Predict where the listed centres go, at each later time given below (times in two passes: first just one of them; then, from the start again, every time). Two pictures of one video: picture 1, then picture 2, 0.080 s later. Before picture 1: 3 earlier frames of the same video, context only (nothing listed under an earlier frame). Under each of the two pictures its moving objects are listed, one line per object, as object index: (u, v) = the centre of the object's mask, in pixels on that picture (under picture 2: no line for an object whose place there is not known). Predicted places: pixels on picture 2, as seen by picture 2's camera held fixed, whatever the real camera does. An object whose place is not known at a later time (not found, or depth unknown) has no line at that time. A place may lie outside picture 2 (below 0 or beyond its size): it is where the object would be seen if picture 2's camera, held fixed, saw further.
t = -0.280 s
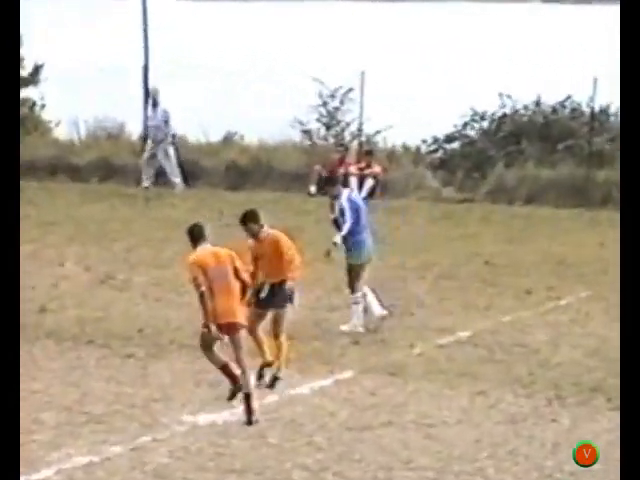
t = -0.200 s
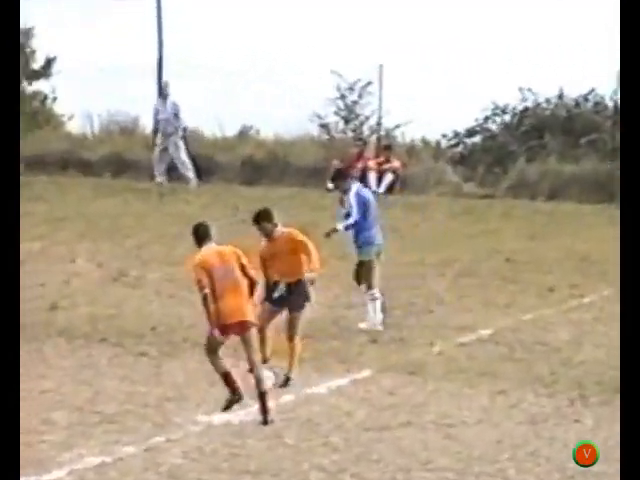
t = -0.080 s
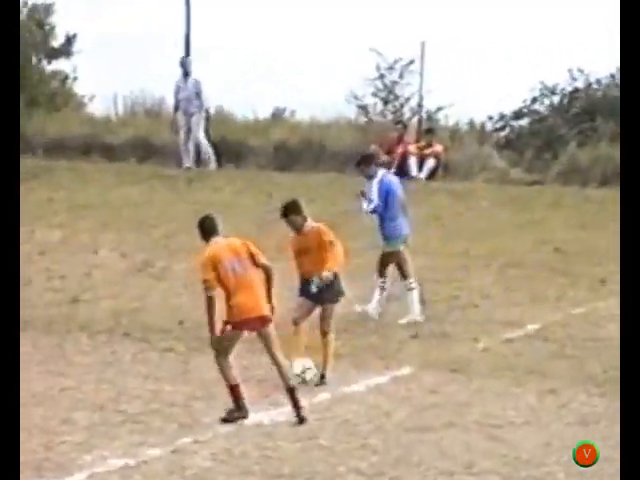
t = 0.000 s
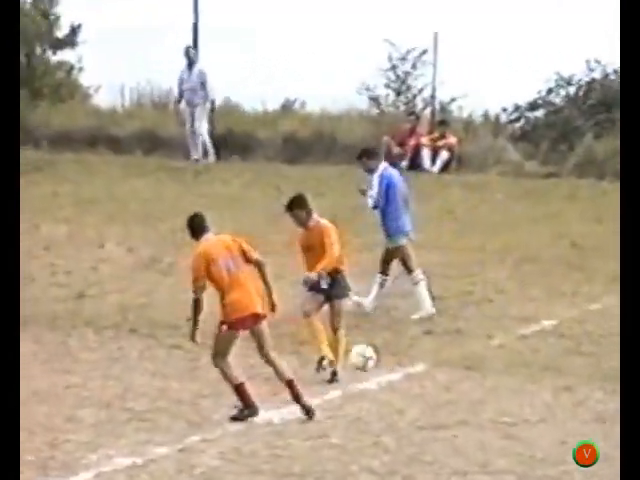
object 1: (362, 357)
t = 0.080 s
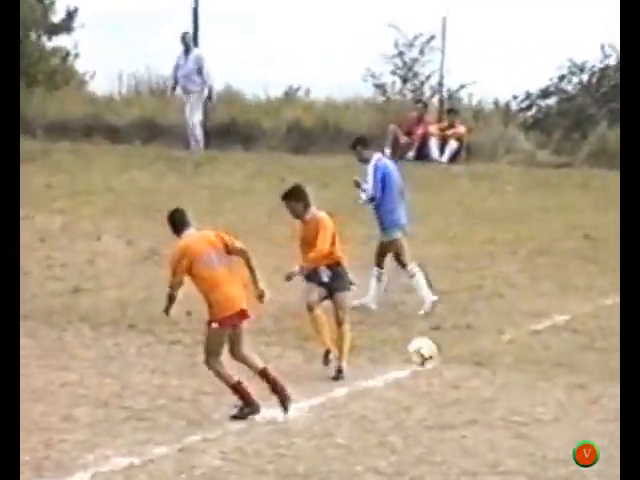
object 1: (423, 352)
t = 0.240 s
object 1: (534, 370)
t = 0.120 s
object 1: (449, 352)
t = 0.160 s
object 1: (476, 355)
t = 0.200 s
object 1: (506, 362)
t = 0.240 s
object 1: (534, 370)
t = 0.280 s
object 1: (565, 380)
